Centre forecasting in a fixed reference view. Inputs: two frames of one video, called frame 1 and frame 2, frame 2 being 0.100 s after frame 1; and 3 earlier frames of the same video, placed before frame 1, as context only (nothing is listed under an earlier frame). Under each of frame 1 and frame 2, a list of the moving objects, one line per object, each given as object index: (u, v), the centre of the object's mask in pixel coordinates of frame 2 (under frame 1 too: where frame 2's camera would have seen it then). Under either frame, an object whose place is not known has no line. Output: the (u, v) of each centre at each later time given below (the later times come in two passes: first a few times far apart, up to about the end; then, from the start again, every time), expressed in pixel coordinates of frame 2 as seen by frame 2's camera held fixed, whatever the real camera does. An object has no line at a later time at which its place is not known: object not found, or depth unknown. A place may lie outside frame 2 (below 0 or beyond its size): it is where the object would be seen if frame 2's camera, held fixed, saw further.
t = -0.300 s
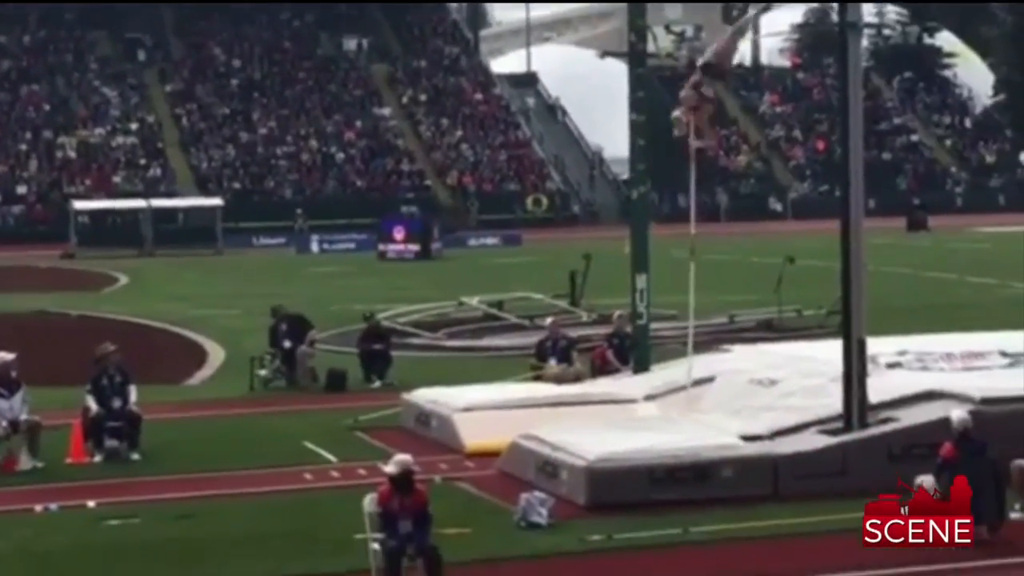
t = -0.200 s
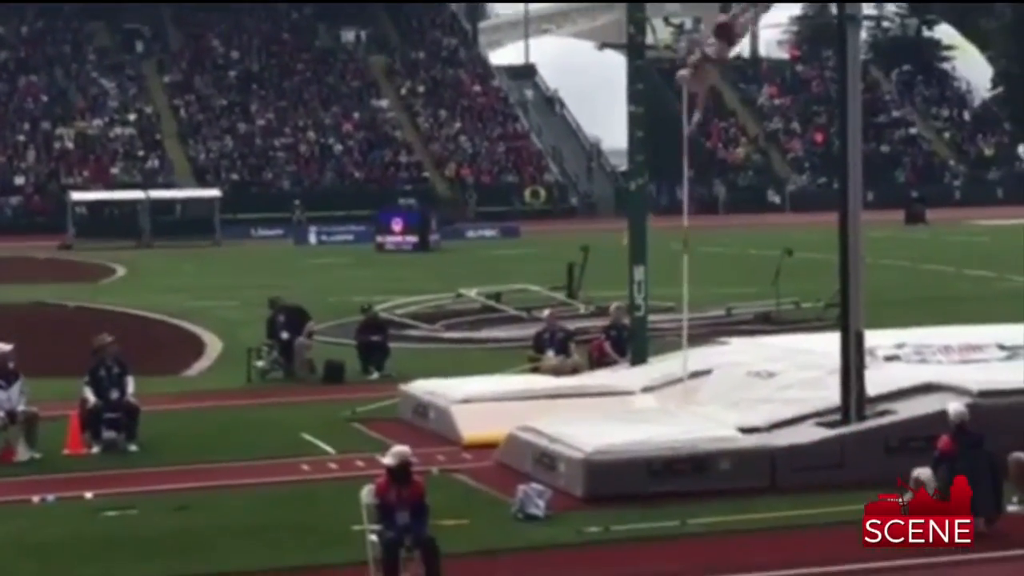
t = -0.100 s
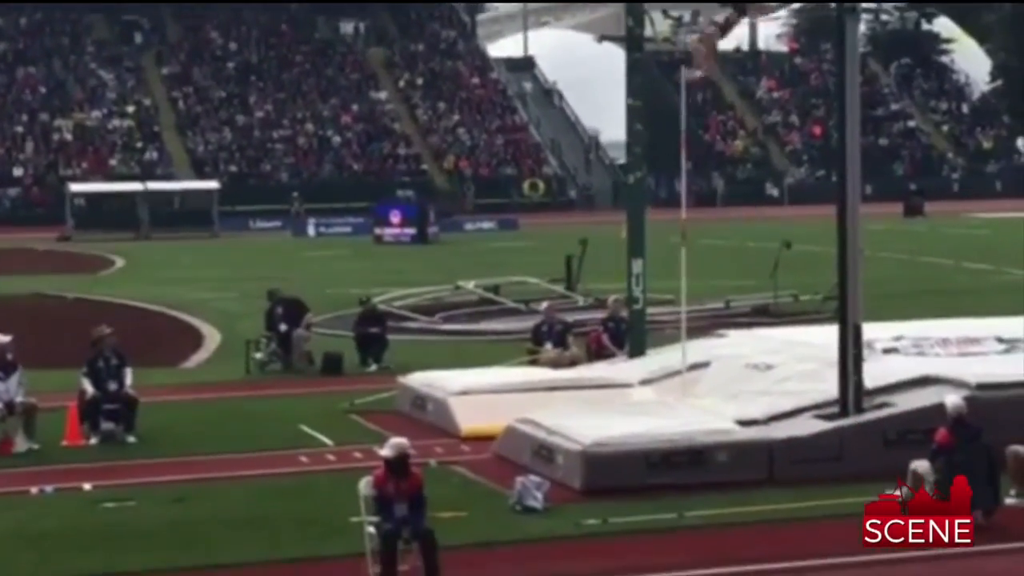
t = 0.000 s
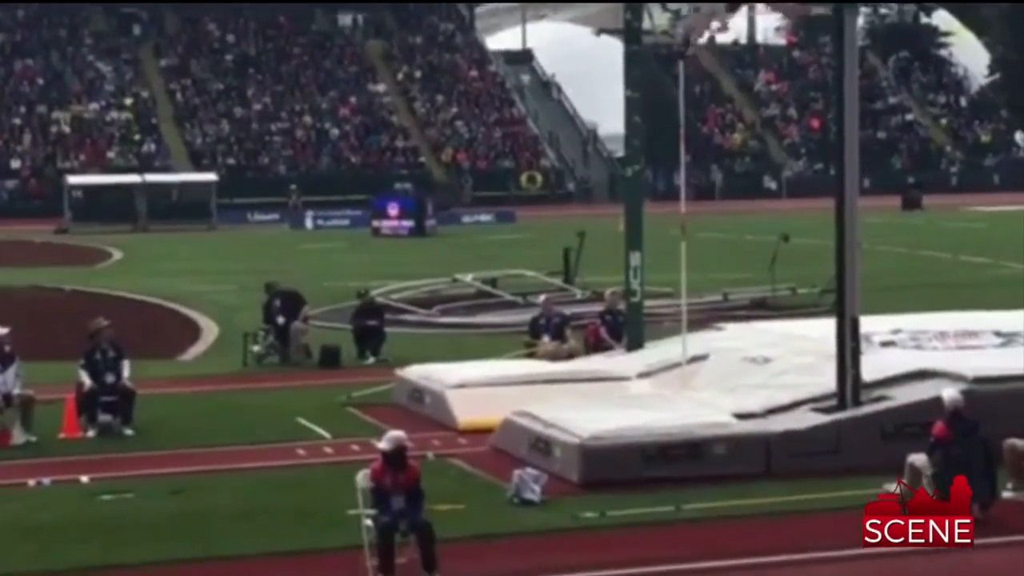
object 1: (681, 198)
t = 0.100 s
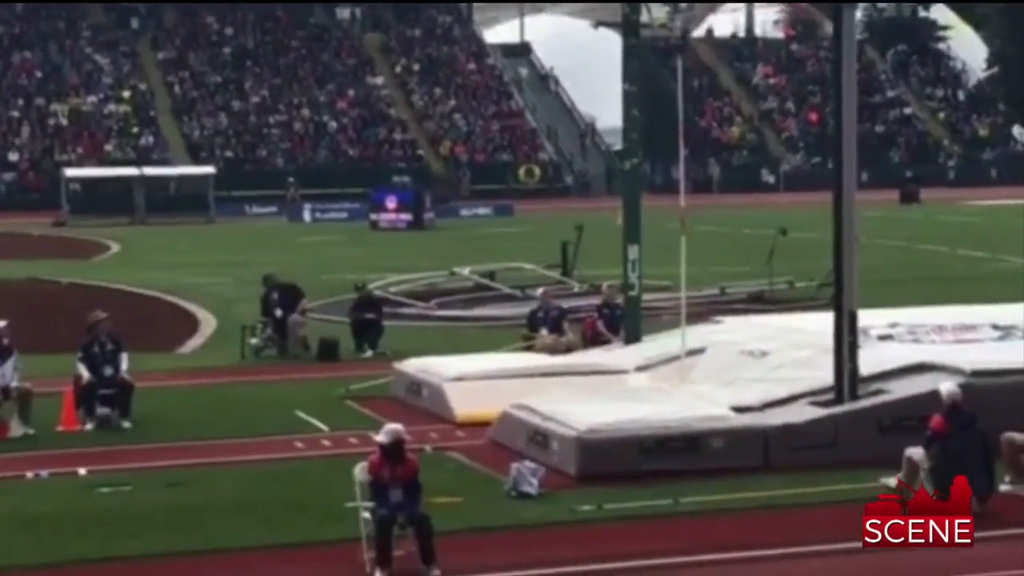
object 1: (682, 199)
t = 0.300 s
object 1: (684, 205)
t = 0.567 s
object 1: (689, 223)
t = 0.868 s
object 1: (697, 261)
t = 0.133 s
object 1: (682, 200)
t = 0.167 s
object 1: (683, 199)
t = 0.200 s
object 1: (684, 200)
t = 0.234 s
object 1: (684, 200)
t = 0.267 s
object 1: (684, 201)
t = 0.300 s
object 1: (684, 205)
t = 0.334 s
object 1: (685, 205)
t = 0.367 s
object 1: (686, 207)
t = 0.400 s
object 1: (687, 209)
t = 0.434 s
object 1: (687, 212)
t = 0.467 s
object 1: (687, 213)
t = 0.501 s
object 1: (688, 214)
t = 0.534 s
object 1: (689, 218)
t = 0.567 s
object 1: (689, 223)
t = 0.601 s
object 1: (690, 222)
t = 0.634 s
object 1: (691, 229)
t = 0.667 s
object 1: (692, 231)
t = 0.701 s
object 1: (693, 236)
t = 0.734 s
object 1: (693, 239)
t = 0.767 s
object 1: (694, 245)
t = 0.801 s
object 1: (695, 250)
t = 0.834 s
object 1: (696, 252)
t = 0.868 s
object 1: (697, 261)
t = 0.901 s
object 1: (698, 269)
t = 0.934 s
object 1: (699, 275)
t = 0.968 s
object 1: (700, 284)
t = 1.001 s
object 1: (701, 298)
